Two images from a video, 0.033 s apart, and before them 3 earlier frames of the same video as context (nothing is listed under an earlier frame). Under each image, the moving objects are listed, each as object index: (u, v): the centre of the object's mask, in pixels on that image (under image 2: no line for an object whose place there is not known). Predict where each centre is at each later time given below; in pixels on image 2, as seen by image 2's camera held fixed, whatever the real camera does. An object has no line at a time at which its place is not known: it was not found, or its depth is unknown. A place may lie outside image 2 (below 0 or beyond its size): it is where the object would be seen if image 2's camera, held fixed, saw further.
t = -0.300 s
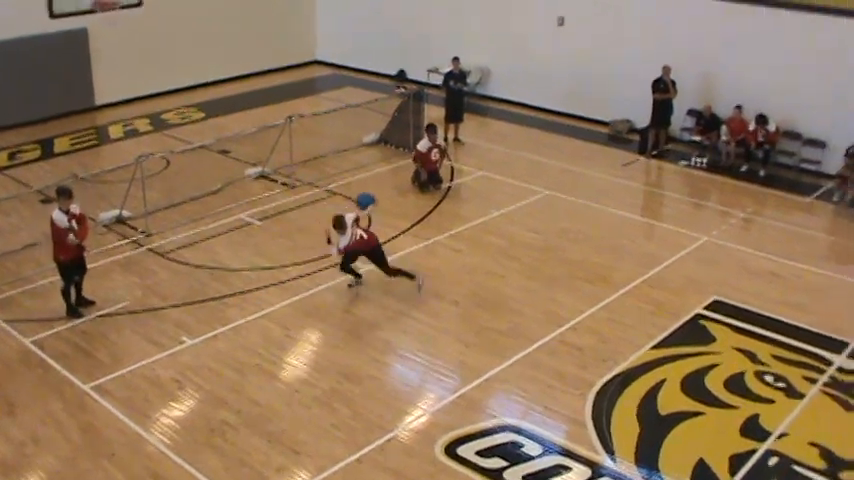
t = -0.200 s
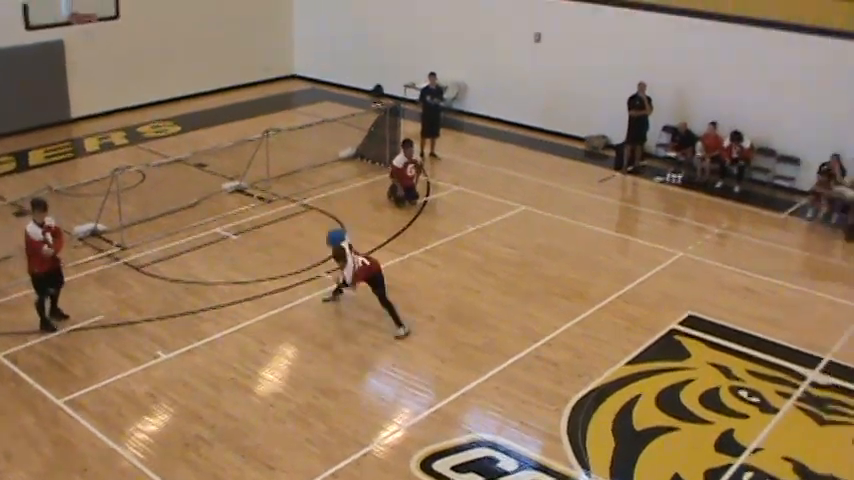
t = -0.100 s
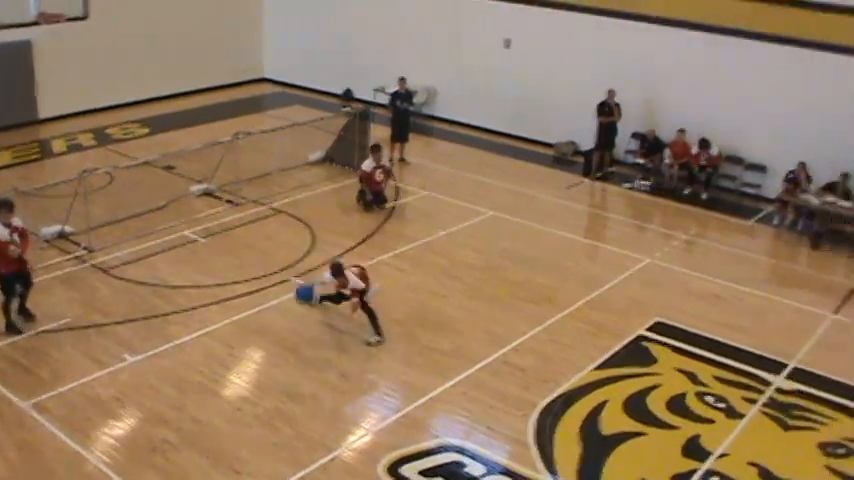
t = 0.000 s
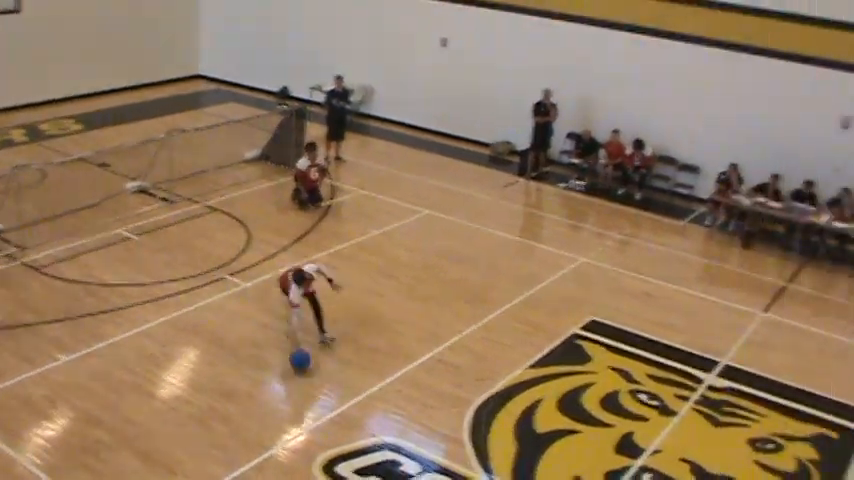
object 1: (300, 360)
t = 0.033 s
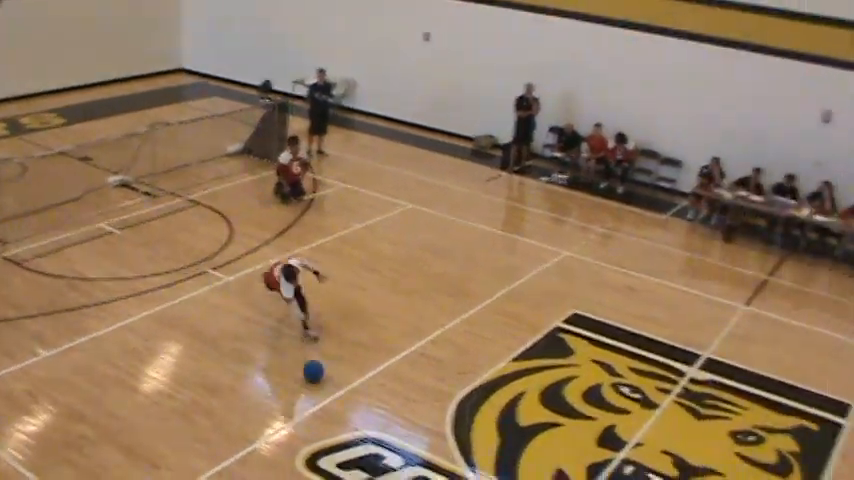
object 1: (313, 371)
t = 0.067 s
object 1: (339, 380)
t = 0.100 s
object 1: (367, 390)
